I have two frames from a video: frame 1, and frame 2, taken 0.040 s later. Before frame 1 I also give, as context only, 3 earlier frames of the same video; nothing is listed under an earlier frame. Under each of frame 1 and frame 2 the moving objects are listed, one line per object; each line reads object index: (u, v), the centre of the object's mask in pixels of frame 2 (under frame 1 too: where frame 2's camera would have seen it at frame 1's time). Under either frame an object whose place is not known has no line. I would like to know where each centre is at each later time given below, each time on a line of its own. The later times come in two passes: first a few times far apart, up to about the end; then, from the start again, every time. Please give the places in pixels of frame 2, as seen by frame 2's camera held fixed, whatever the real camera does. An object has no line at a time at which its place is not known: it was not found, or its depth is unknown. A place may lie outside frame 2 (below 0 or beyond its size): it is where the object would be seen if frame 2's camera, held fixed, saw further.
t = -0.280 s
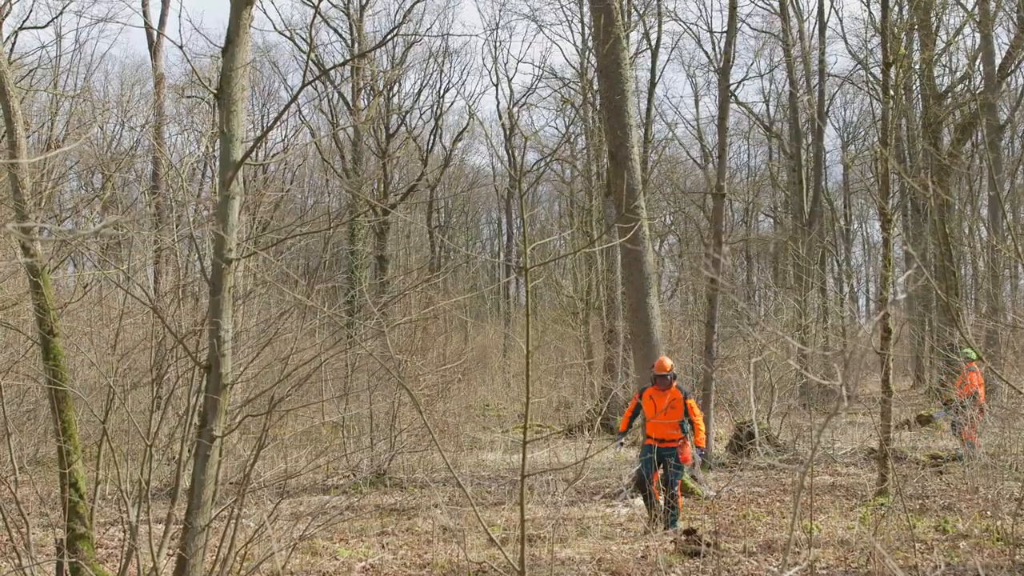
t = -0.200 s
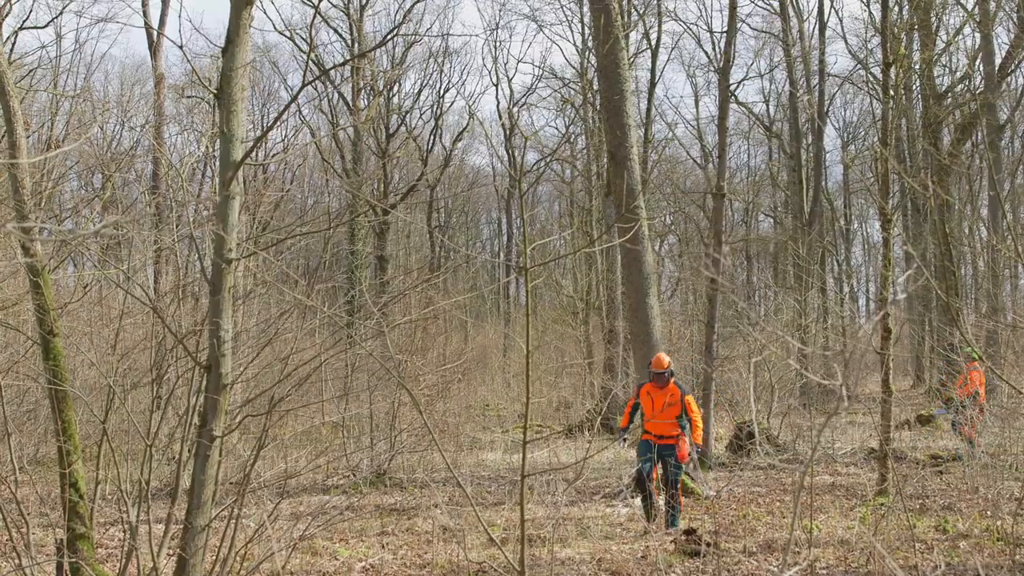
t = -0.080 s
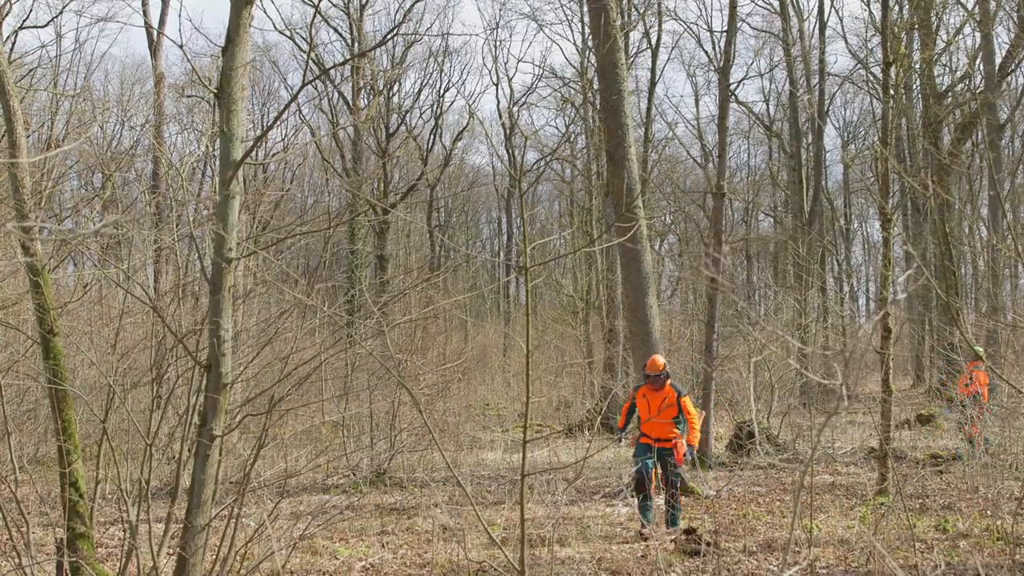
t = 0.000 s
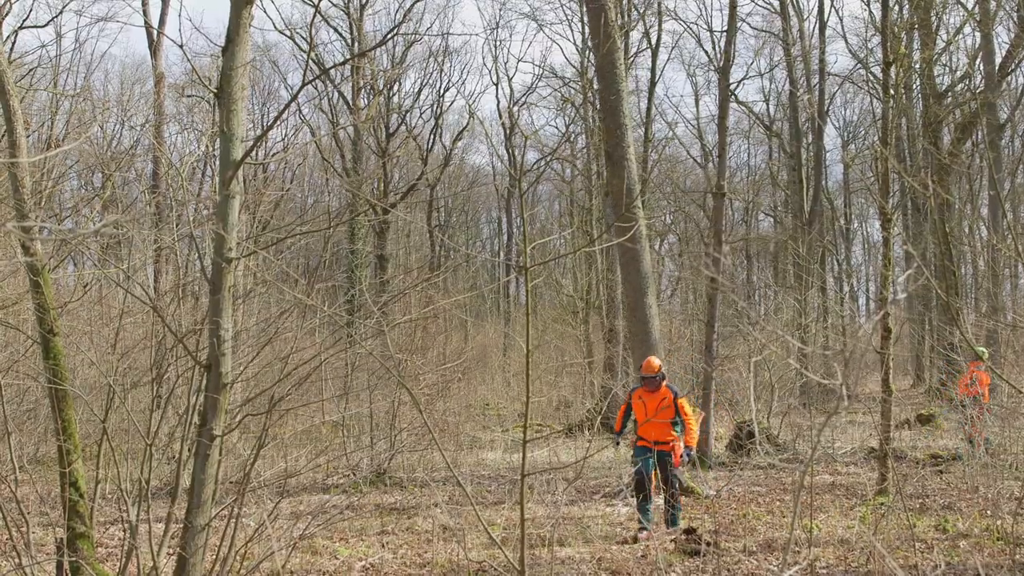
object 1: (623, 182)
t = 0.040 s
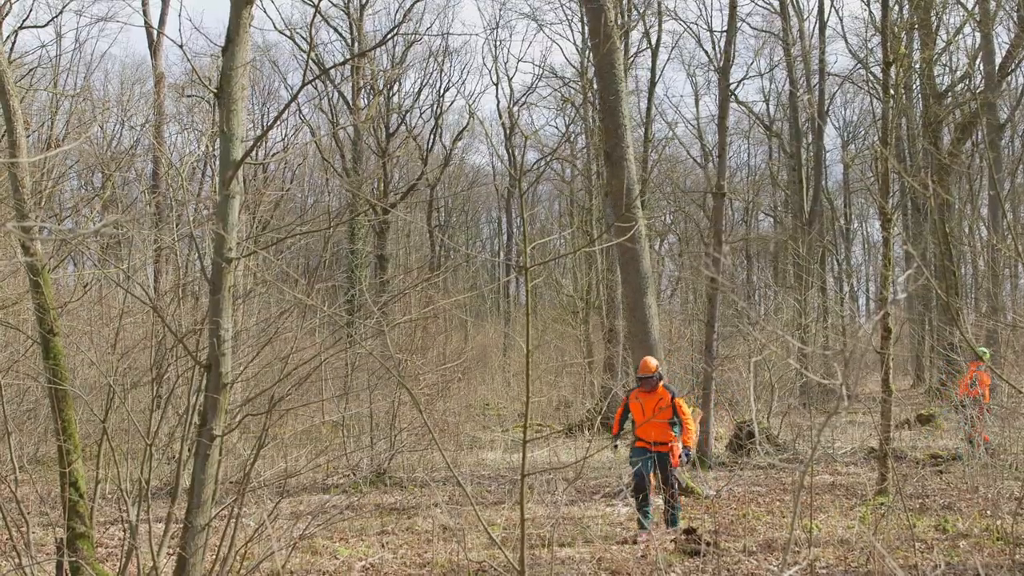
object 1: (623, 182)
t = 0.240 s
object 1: (620, 183)
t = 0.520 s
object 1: (615, 190)
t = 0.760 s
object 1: (616, 221)
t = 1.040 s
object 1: (613, 246)
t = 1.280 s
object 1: (607, 248)
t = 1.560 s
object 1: (596, 246)
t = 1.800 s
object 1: (585, 246)
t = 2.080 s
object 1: (570, 247)
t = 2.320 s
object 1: (556, 251)
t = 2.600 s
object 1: (529, 247)
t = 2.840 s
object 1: (503, 248)
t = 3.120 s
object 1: (469, 255)
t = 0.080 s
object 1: (622, 180)
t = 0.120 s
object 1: (622, 182)
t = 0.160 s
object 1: (621, 183)
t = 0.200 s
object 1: (621, 184)
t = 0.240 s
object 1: (620, 183)
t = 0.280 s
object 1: (619, 184)
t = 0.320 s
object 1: (619, 185)
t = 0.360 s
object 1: (618, 185)
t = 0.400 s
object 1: (617, 187)
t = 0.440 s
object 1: (616, 187)
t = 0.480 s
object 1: (616, 188)
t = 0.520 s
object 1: (615, 190)
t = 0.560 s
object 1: (615, 196)
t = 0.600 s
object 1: (616, 202)
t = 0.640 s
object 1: (617, 210)
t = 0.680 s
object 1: (616, 213)
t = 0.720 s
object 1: (616, 217)
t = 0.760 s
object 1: (616, 221)
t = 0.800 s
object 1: (615, 222)
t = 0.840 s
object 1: (614, 222)
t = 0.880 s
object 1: (613, 224)
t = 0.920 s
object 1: (613, 227)
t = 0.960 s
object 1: (613, 235)
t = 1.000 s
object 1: (614, 246)
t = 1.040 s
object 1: (613, 246)
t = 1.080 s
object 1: (612, 246)
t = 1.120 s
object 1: (611, 246)
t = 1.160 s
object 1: (610, 246)
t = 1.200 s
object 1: (608, 244)
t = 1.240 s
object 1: (607, 245)
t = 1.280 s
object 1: (607, 248)
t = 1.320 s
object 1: (606, 250)
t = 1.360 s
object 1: (605, 251)
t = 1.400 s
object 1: (603, 251)
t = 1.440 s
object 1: (600, 245)
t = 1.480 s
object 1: (599, 245)
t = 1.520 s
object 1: (598, 245)
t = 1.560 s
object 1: (596, 246)
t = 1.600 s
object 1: (594, 245)
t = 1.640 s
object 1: (592, 244)
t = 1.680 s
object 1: (590, 244)
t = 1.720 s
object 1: (589, 244)
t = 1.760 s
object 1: (587, 245)
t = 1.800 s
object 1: (585, 246)
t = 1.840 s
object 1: (583, 245)
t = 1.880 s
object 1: (581, 245)
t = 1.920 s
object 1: (579, 246)
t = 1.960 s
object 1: (578, 248)
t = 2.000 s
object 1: (575, 246)
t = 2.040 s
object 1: (573, 248)
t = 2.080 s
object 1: (570, 247)
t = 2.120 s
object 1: (568, 247)
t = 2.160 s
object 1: (565, 247)
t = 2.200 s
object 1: (563, 248)
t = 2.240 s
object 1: (560, 248)
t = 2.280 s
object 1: (556, 246)
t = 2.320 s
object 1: (556, 251)
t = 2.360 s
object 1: (551, 248)
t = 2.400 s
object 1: (549, 250)
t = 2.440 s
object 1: (547, 254)
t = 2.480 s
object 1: (541, 248)
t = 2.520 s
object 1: (541, 255)
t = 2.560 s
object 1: (534, 249)
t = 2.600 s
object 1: (529, 247)
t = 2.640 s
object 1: (527, 250)
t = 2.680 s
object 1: (522, 249)
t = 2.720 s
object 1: (519, 251)
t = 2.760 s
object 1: (514, 250)
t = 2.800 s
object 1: (512, 253)
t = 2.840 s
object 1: (503, 248)
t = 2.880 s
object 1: (497, 246)
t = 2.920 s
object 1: (493, 248)
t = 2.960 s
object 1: (486, 246)
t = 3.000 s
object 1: (480, 246)
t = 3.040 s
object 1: (477, 250)
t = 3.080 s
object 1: (473, 252)
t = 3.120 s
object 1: (469, 255)
